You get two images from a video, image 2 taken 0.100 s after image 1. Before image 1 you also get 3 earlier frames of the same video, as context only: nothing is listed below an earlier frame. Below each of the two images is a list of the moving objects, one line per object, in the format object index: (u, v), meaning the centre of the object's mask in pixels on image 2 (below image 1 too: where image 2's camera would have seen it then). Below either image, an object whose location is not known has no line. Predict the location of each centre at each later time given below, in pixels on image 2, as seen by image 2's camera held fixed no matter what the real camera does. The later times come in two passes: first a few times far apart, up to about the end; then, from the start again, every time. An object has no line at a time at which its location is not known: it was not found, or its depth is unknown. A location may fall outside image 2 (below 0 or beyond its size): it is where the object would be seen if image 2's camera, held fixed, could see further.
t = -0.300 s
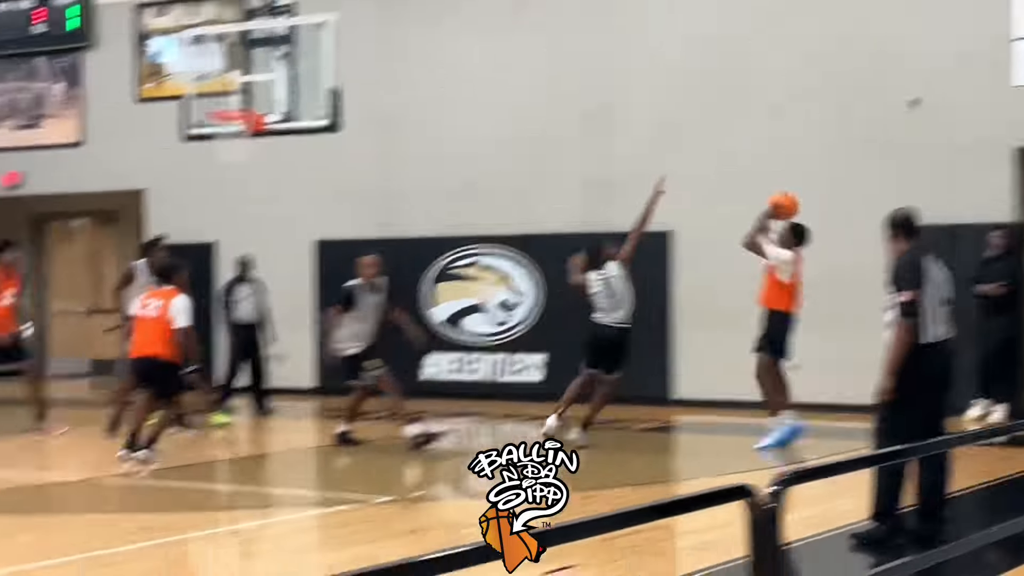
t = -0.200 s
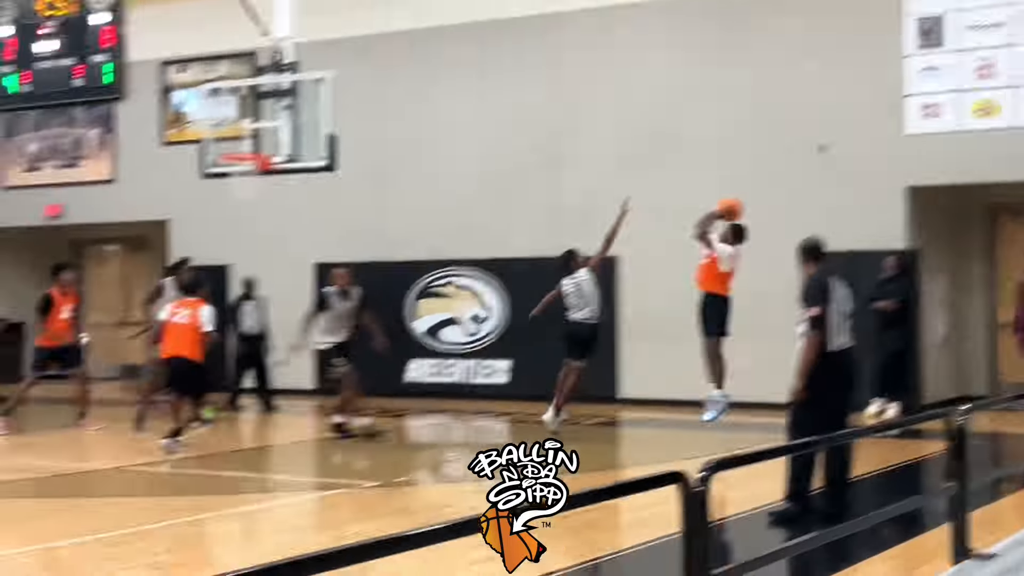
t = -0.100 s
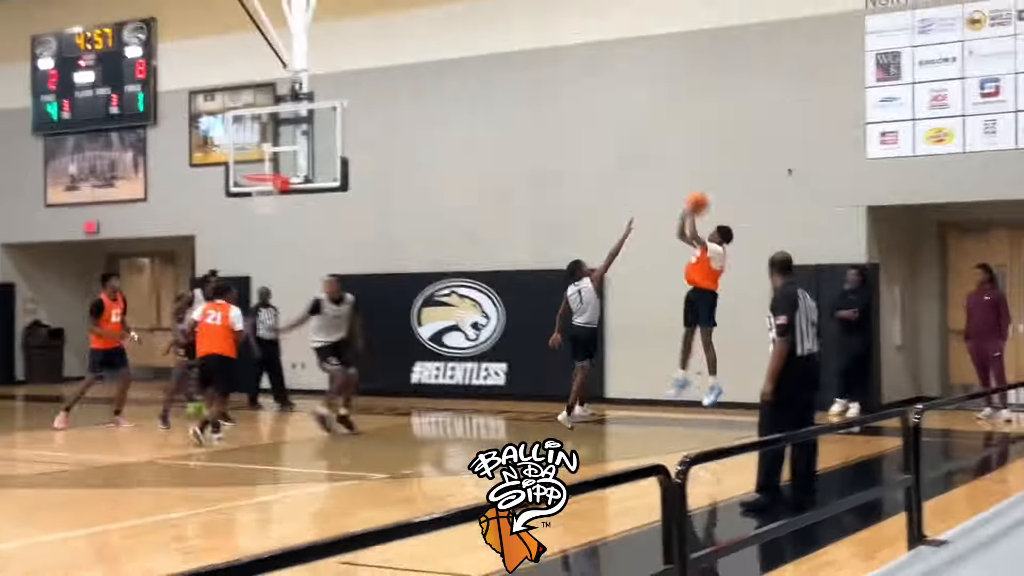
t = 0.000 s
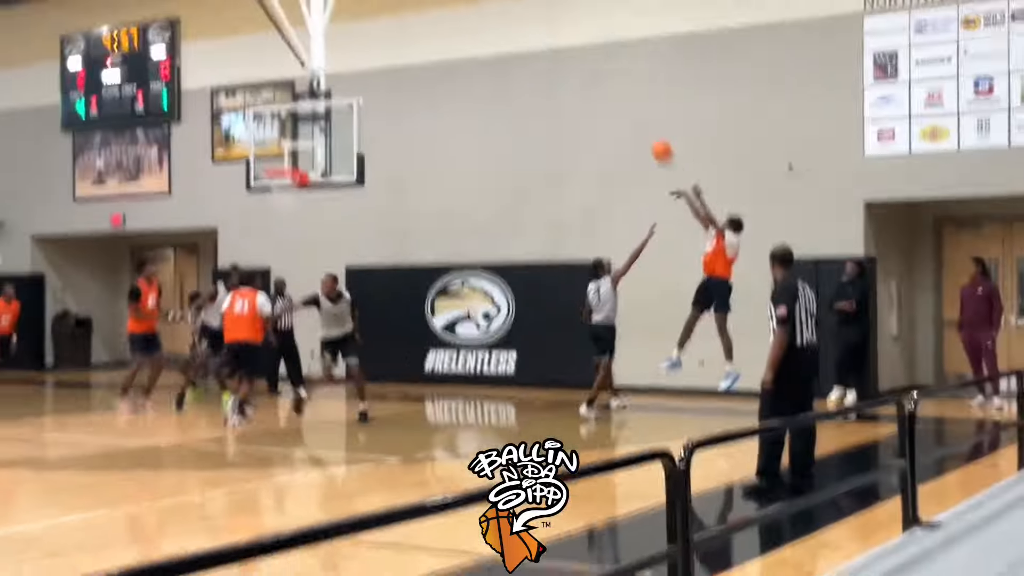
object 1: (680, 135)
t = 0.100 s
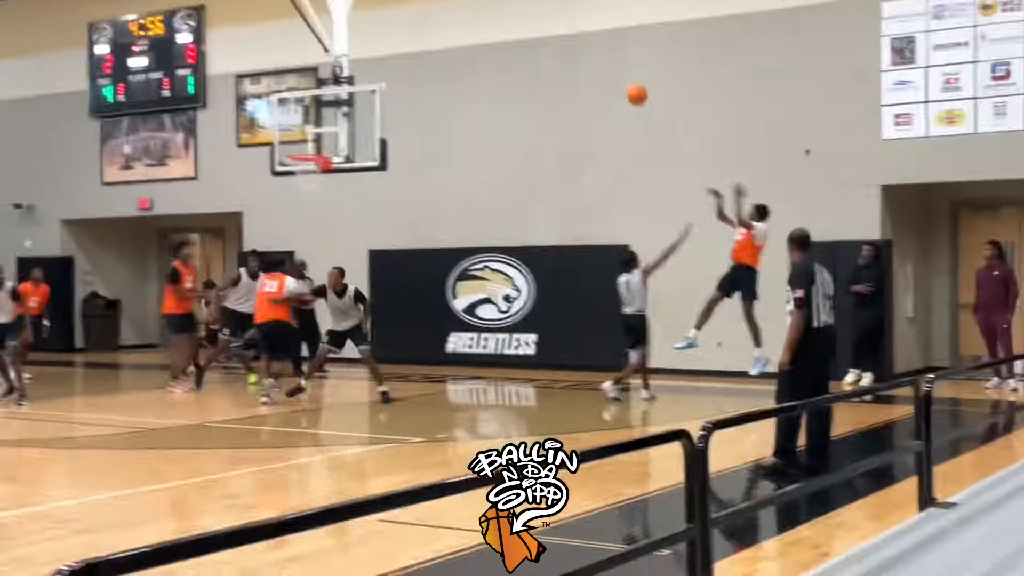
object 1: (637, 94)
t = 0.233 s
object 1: (581, 55)
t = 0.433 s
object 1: (499, 23)
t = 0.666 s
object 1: (411, 28)
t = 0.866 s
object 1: (340, 65)
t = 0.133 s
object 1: (622, 83)
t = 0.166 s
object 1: (609, 73)
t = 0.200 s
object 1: (594, 63)
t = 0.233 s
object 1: (581, 55)
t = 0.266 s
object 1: (567, 47)
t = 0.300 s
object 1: (553, 40)
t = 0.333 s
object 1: (540, 35)
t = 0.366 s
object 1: (525, 29)
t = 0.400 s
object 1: (512, 26)
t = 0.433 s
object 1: (499, 23)
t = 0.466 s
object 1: (486, 21)
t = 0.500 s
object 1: (474, 20)
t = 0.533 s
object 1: (461, 20)
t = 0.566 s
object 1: (448, 21)
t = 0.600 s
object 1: (435, 22)
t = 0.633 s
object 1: (423, 25)
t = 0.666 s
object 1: (411, 28)
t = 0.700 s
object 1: (398, 32)
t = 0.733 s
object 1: (386, 38)
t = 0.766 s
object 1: (374, 43)
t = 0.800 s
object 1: (362, 50)
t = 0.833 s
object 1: (351, 58)
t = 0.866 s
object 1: (340, 65)
